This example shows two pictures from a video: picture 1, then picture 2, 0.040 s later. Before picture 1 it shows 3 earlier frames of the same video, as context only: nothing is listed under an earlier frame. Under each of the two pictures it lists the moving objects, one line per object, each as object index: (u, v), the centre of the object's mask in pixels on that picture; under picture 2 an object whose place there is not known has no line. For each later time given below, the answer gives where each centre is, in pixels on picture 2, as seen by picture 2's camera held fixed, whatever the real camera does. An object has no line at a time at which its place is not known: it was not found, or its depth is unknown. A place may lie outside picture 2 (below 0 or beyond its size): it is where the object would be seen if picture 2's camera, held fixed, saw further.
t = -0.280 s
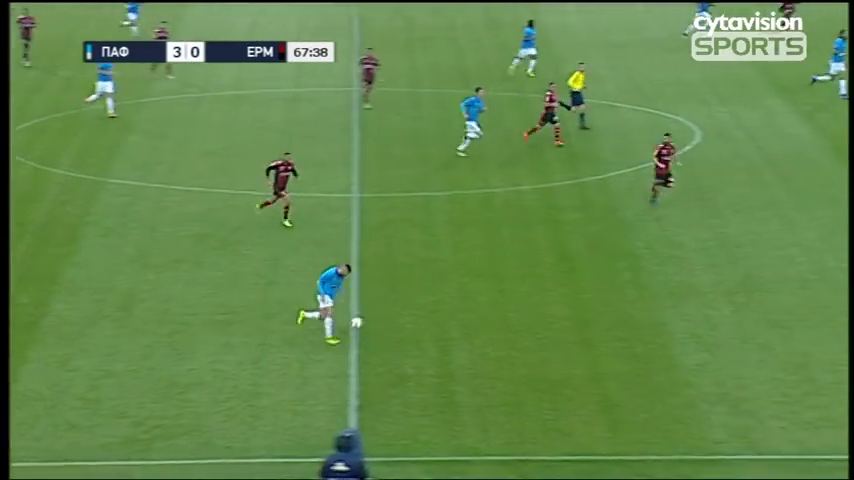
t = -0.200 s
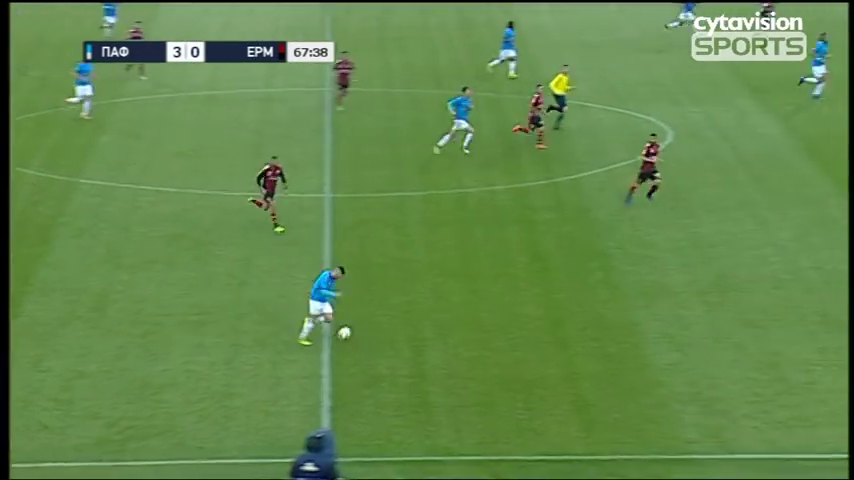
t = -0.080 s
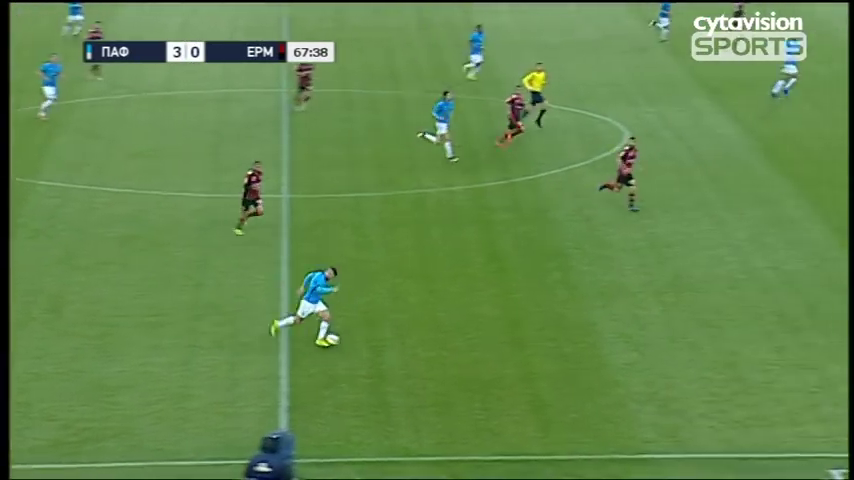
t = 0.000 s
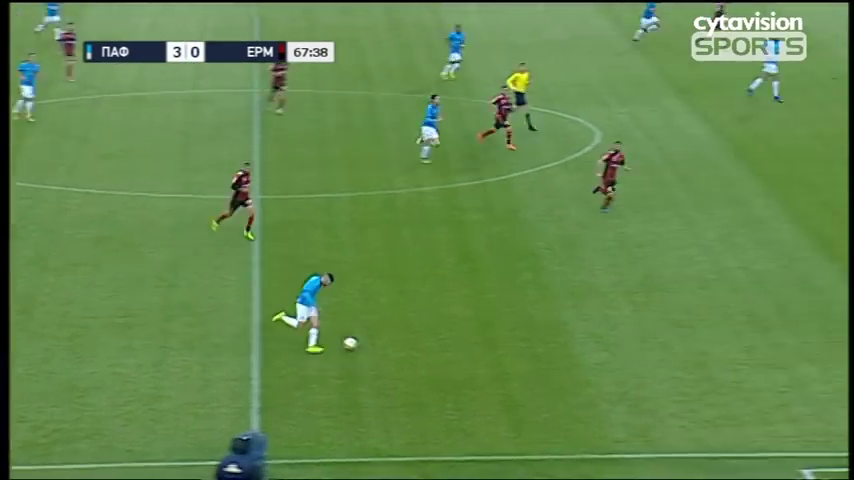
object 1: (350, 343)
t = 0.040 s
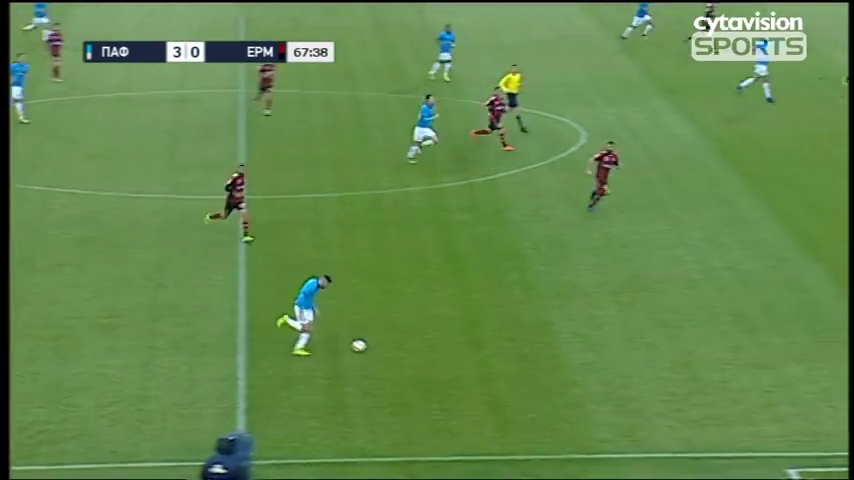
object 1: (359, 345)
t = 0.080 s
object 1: (380, 345)
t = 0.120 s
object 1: (400, 345)
